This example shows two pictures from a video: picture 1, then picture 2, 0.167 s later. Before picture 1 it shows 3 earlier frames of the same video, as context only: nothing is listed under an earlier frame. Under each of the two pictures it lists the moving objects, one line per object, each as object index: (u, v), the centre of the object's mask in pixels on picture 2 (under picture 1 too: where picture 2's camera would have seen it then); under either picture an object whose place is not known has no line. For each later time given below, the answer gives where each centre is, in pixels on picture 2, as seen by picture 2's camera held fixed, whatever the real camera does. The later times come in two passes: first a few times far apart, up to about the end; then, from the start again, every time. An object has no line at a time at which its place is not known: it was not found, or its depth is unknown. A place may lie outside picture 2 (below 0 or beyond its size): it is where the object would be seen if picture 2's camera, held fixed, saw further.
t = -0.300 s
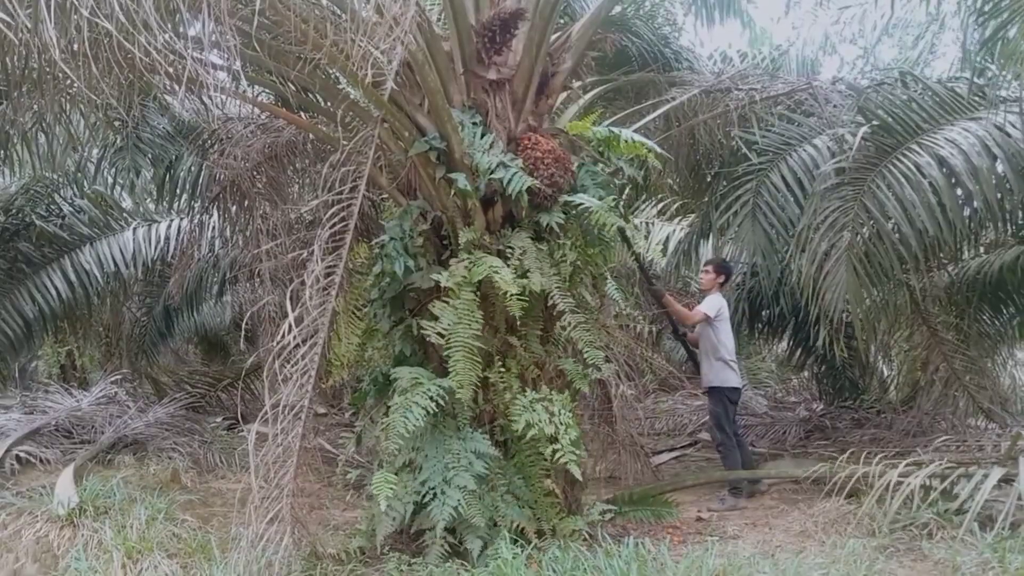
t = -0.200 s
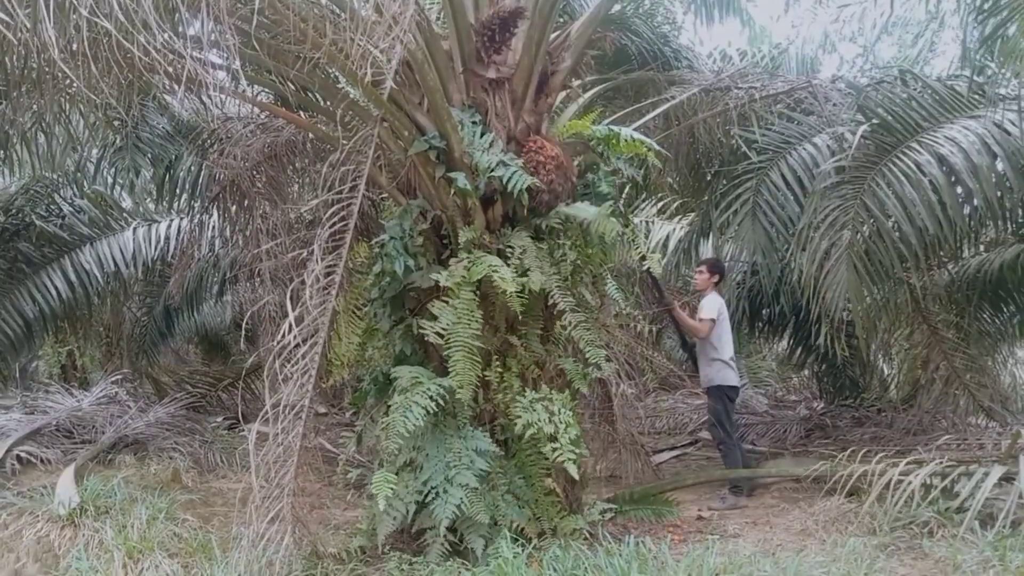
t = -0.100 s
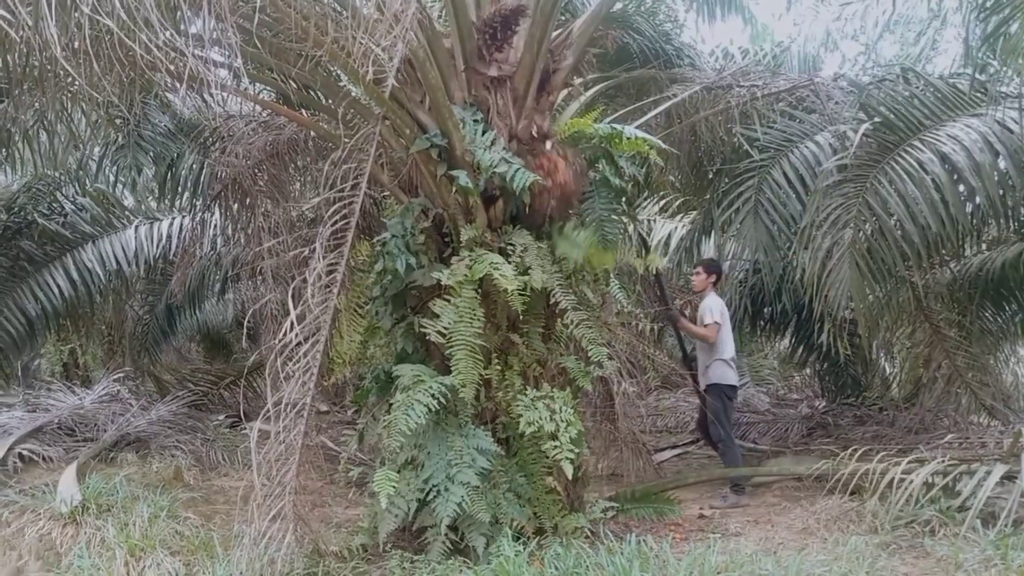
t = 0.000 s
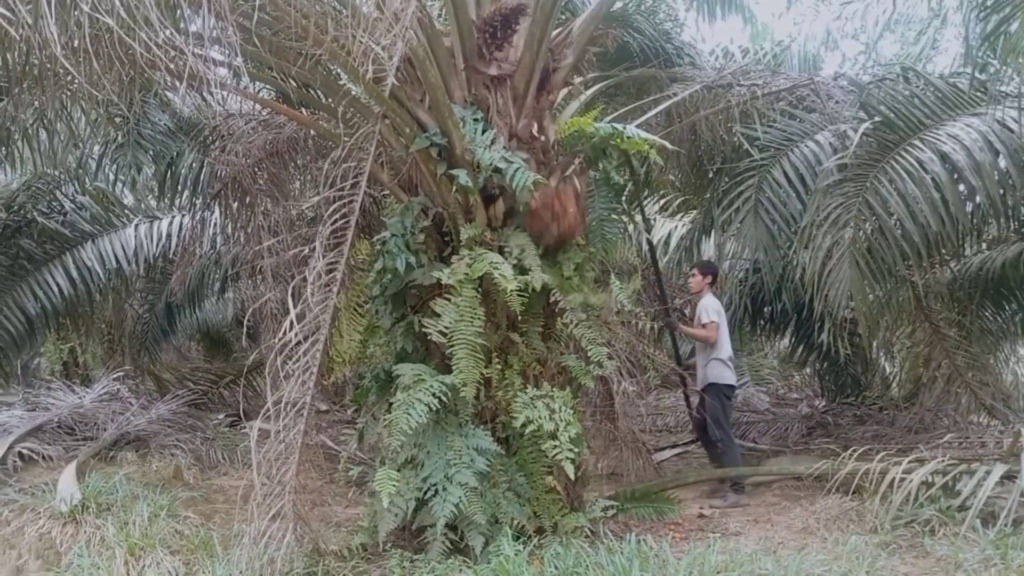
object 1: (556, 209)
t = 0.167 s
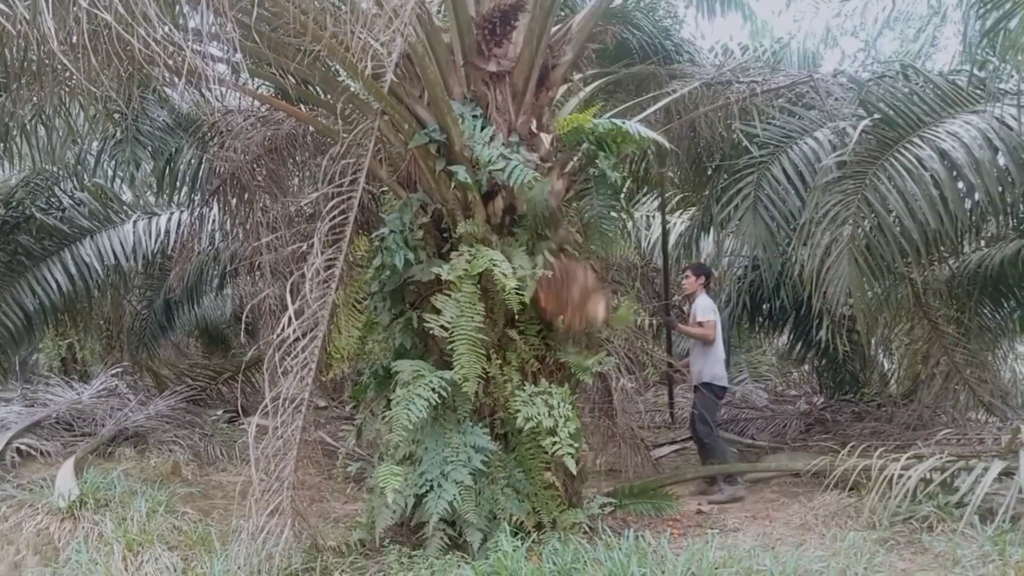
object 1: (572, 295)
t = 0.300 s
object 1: (588, 393)
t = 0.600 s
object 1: (641, 503)
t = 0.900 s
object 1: (702, 513)
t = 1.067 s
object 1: (718, 515)
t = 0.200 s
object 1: (572, 317)
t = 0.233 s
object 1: (574, 340)
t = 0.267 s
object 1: (582, 368)
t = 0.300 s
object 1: (588, 393)
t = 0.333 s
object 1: (596, 427)
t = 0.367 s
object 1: (597, 464)
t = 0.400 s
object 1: (596, 494)
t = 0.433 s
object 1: (602, 511)
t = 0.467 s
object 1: (610, 505)
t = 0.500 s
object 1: (617, 500)
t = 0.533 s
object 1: (623, 497)
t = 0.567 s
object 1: (633, 500)
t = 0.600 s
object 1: (641, 503)
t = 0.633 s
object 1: (650, 506)
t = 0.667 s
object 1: (661, 509)
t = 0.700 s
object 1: (663, 516)
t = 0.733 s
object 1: (676, 516)
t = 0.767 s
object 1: (681, 515)
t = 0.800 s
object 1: (687, 515)
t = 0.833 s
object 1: (691, 515)
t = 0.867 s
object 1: (696, 514)
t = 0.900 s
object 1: (702, 513)
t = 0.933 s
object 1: (706, 513)
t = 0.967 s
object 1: (709, 513)
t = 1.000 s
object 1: (713, 514)
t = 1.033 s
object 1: (717, 516)
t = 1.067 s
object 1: (718, 515)
